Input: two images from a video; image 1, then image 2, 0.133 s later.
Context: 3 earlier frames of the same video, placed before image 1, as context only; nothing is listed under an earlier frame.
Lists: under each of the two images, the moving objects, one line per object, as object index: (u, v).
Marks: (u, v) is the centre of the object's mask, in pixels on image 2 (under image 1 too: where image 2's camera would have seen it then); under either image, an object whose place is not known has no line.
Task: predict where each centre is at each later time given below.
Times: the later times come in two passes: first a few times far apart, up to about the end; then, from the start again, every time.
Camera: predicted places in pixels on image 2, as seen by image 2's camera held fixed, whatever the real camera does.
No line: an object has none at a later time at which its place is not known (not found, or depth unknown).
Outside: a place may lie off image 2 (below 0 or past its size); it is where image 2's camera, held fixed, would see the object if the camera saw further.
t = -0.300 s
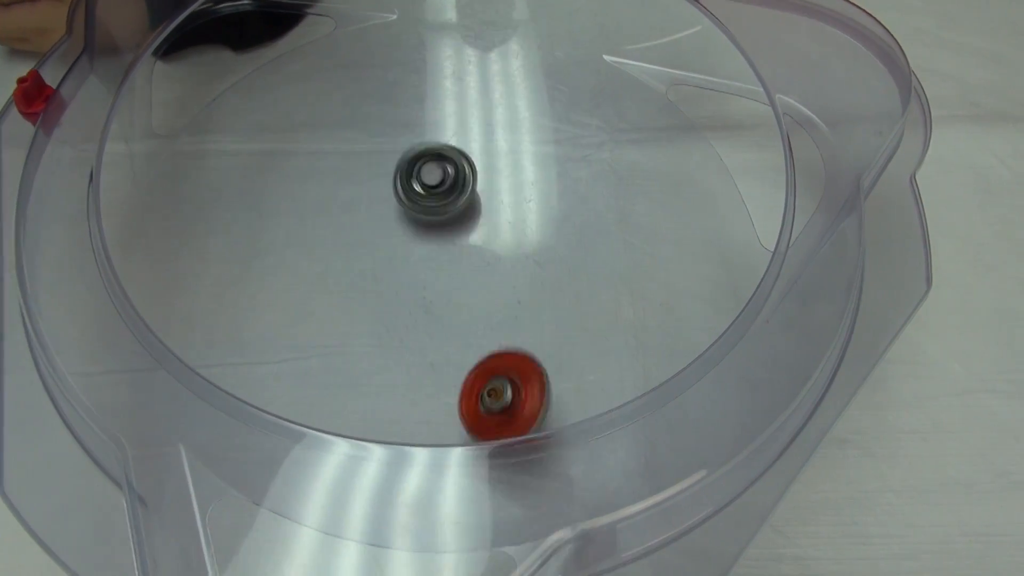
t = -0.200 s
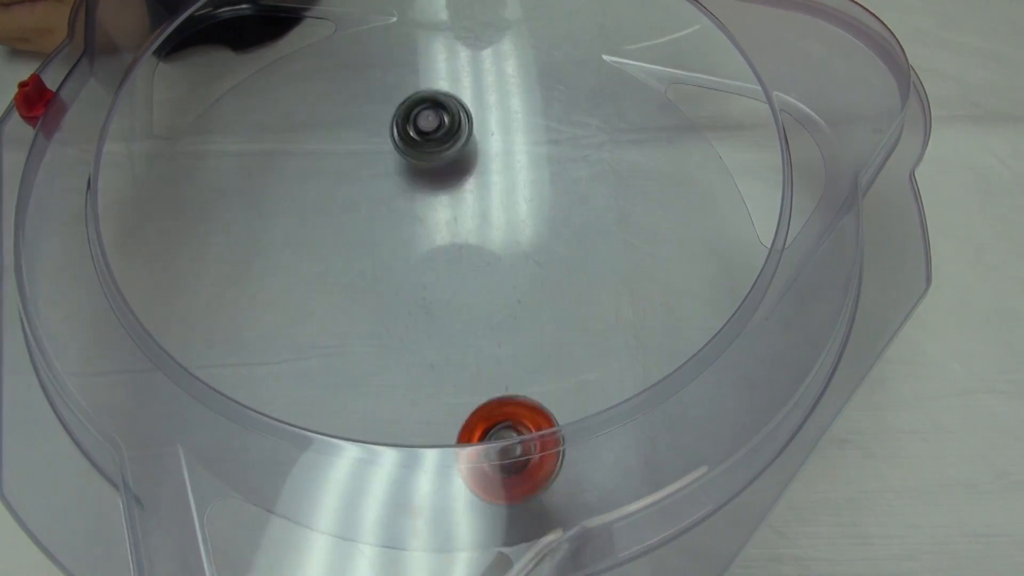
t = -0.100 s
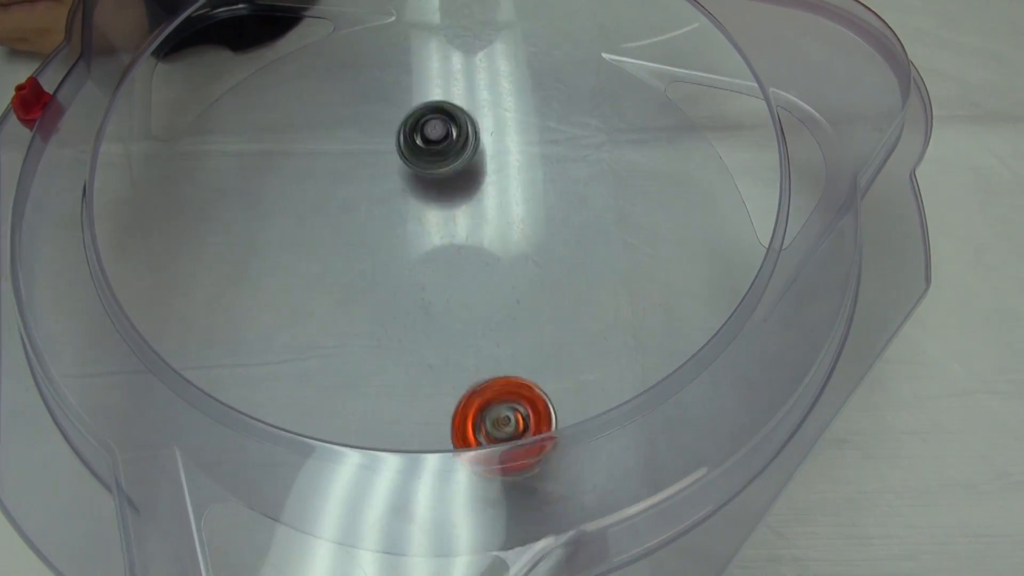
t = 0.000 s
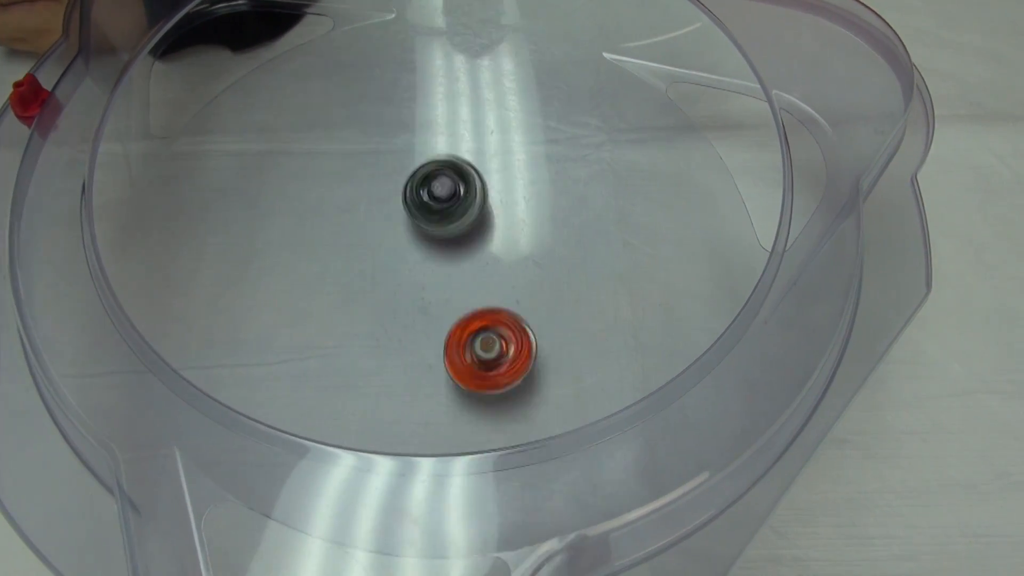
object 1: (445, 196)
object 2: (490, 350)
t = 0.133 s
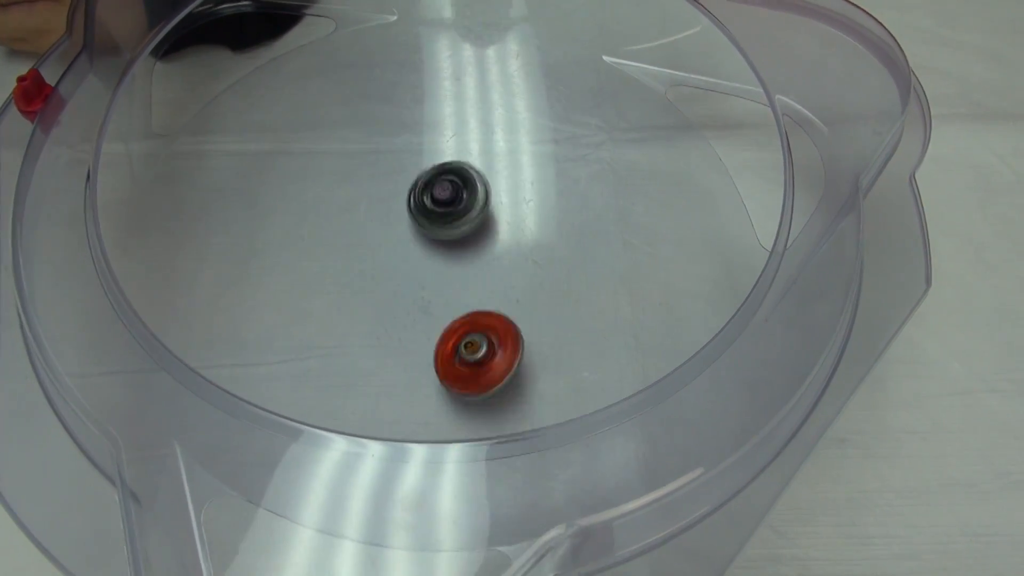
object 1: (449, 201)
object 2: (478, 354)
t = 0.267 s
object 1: (456, 195)
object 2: (489, 379)
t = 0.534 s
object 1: (452, 228)
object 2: (454, 360)
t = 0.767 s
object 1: (441, 226)
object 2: (407, 359)
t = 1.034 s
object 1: (483, 221)
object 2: (293, 281)
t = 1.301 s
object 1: (487, 254)
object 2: (392, 234)
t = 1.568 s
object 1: (541, 301)
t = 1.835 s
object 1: (463, 321)
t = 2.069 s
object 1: (448, 314)
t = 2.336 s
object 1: (404, 301)
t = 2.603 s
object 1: (387, 265)
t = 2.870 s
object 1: (406, 240)
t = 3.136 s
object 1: (440, 260)
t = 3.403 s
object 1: (467, 234)
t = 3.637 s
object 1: (469, 238)
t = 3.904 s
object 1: (472, 242)
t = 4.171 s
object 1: (463, 248)
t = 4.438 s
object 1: (464, 245)
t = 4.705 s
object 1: (469, 258)
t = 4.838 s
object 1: (461, 262)
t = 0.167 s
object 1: (449, 194)
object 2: (481, 367)
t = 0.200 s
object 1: (451, 190)
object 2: (485, 373)
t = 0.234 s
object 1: (454, 191)
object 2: (487, 377)
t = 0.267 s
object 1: (456, 195)
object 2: (489, 379)
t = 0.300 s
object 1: (457, 202)
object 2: (490, 377)
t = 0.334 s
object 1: (457, 210)
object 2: (492, 372)
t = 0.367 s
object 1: (456, 220)
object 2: (491, 362)
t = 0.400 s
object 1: (455, 231)
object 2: (488, 350)
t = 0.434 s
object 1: (454, 243)
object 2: (482, 336)
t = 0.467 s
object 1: (452, 253)
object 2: (476, 323)
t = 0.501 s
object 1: (452, 243)
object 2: (466, 336)
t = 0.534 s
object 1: (452, 228)
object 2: (454, 360)
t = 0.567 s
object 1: (453, 218)
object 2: (443, 374)
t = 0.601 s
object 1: (453, 212)
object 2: (431, 388)
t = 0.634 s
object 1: (452, 210)
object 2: (421, 390)
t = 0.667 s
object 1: (450, 211)
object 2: (417, 388)
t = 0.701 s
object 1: (447, 215)
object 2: (412, 382)
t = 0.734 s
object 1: (444, 220)
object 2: (408, 374)
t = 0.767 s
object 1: (441, 226)
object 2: (407, 359)
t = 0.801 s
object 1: (438, 232)
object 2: (404, 344)
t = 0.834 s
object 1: (434, 237)
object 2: (405, 327)
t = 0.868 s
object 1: (432, 240)
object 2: (404, 308)
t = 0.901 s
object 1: (443, 234)
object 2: (379, 292)
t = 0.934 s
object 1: (455, 227)
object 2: (349, 281)
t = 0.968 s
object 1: (467, 223)
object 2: (322, 283)
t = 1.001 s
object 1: (477, 221)
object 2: (303, 286)
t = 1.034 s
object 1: (483, 221)
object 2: (293, 281)
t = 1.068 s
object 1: (488, 224)
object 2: (290, 278)
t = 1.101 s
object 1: (490, 228)
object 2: (294, 274)
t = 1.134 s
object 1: (490, 233)
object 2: (303, 267)
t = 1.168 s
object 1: (488, 237)
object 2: (318, 264)
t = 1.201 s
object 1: (485, 241)
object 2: (336, 257)
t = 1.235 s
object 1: (481, 245)
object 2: (358, 252)
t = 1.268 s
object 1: (477, 248)
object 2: (381, 244)
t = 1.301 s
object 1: (487, 254)
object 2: (392, 234)
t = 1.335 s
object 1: (507, 265)
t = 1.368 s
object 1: (524, 275)
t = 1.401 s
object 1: (536, 283)
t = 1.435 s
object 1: (544, 291)
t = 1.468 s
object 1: (547, 297)
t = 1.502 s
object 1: (547, 300)
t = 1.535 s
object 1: (545, 300)
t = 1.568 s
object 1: (541, 301)
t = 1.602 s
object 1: (533, 300)
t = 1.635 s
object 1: (524, 300)
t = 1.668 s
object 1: (513, 299)
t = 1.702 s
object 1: (503, 305)
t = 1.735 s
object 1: (491, 312)
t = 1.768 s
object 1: (480, 316)
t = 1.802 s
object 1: (470, 318)
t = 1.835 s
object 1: (463, 321)
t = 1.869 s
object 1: (458, 322)
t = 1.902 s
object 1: (455, 321)
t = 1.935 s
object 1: (455, 322)
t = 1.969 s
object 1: (455, 320)
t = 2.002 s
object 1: (455, 317)
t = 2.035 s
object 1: (455, 315)
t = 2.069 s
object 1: (448, 314)
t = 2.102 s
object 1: (437, 313)
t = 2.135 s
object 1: (425, 312)
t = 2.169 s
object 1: (417, 310)
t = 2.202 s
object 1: (414, 309)
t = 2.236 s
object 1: (413, 309)
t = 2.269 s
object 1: (414, 310)
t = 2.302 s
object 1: (416, 310)
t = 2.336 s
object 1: (404, 301)
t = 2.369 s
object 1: (390, 286)
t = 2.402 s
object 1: (379, 275)
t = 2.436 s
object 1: (372, 266)
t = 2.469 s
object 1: (369, 260)
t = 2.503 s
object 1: (370, 260)
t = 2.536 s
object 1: (375, 261)
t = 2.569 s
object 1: (382, 262)
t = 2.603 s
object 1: (387, 265)
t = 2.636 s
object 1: (394, 266)
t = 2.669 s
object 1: (400, 270)
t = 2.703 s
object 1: (405, 269)
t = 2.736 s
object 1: (403, 262)
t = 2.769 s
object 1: (399, 254)
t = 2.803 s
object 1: (400, 247)
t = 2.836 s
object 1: (403, 243)
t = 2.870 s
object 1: (406, 240)
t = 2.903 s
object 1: (412, 242)
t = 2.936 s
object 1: (417, 244)
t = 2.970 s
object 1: (423, 247)
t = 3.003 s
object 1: (428, 250)
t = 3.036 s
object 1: (431, 252)
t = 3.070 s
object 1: (434, 255)
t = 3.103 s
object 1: (437, 258)
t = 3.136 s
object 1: (440, 260)
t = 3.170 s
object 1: (441, 262)
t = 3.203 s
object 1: (446, 260)
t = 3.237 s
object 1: (450, 256)
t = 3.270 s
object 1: (454, 248)
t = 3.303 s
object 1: (458, 242)
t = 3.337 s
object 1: (461, 237)
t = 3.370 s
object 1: (465, 234)
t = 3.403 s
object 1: (467, 234)
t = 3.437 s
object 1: (468, 238)
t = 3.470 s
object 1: (468, 242)
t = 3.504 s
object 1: (467, 245)
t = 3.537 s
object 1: (466, 245)
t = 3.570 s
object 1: (468, 241)
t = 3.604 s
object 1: (468, 239)
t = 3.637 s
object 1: (469, 238)
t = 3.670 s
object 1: (469, 238)
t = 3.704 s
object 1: (468, 239)
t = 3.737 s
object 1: (470, 238)
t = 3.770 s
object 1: (470, 238)
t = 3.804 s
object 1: (470, 239)
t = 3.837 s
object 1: (472, 239)
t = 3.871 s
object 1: (472, 241)
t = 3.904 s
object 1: (472, 242)
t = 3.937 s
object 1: (472, 243)
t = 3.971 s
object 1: (471, 245)
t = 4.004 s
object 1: (470, 246)
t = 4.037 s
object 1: (470, 246)
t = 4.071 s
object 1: (469, 247)
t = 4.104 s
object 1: (467, 247)
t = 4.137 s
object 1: (465, 248)
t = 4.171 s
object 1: (463, 248)
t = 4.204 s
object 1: (461, 248)
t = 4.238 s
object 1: (461, 248)
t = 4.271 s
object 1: (462, 247)
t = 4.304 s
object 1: (462, 245)
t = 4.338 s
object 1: (463, 245)
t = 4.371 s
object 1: (463, 244)
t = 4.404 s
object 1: (463, 245)
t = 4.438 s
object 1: (464, 245)
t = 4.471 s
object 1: (464, 246)
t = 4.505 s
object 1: (464, 247)
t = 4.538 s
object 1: (465, 249)
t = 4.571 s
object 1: (465, 251)
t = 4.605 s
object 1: (466, 251)
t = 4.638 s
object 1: (467, 252)
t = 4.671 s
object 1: (469, 256)
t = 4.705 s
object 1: (469, 258)
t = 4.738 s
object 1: (468, 259)
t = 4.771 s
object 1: (466, 260)
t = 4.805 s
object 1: (464, 262)
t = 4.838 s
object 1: (461, 262)
